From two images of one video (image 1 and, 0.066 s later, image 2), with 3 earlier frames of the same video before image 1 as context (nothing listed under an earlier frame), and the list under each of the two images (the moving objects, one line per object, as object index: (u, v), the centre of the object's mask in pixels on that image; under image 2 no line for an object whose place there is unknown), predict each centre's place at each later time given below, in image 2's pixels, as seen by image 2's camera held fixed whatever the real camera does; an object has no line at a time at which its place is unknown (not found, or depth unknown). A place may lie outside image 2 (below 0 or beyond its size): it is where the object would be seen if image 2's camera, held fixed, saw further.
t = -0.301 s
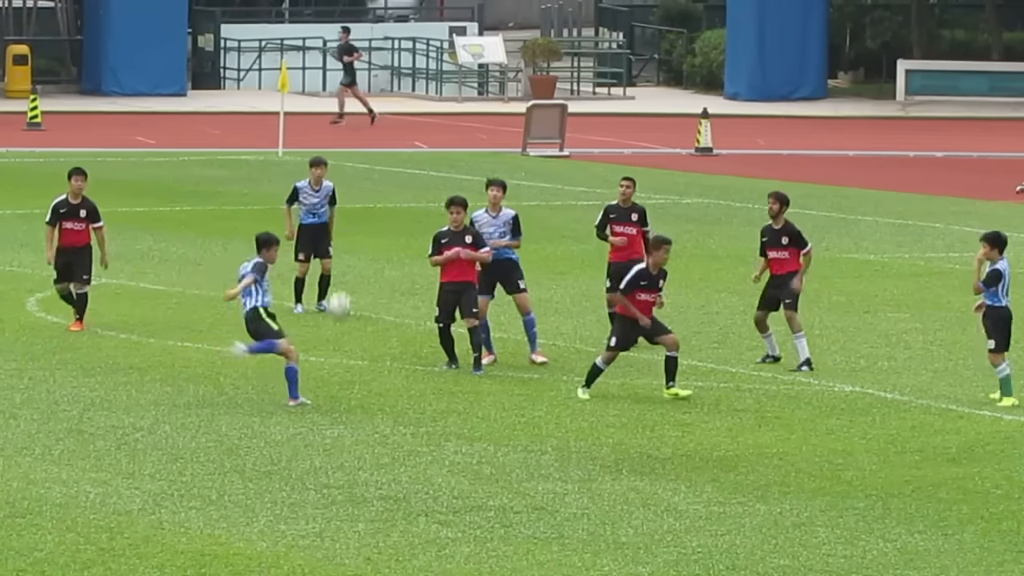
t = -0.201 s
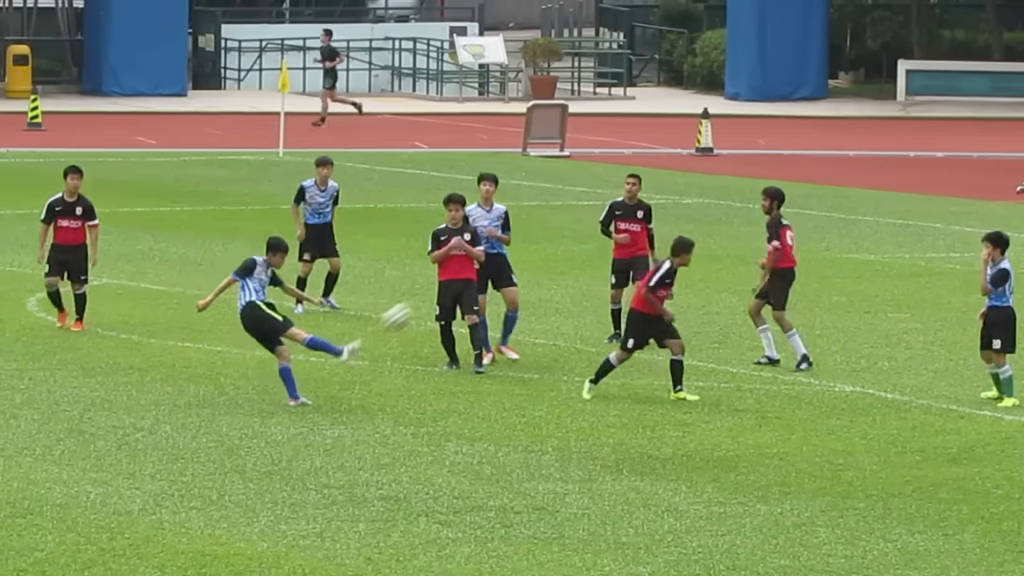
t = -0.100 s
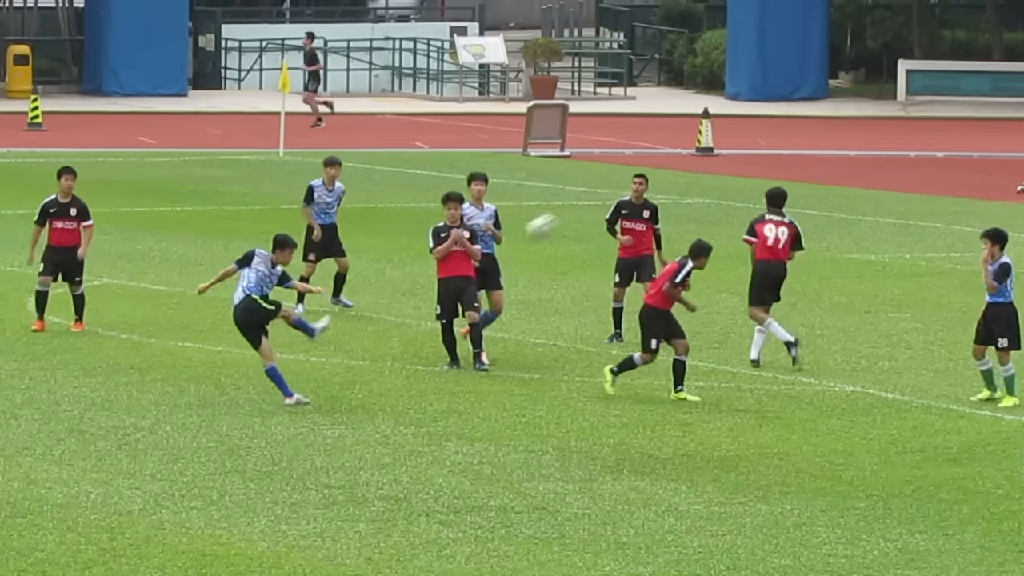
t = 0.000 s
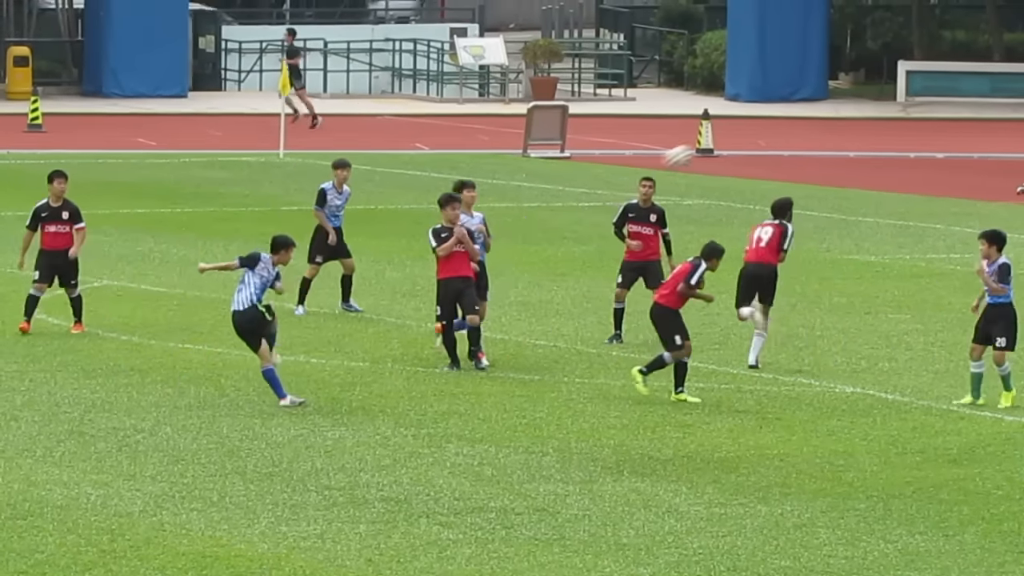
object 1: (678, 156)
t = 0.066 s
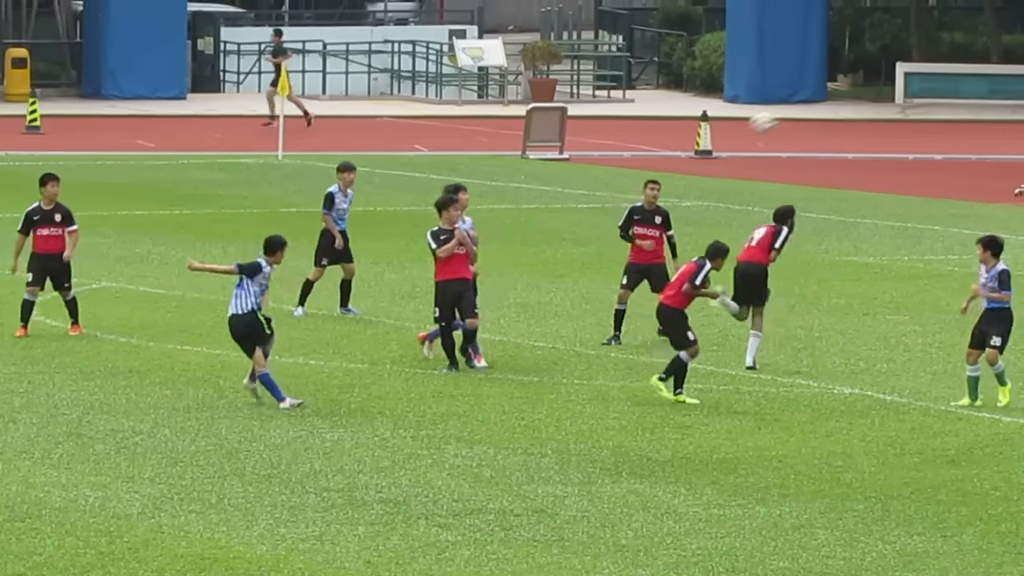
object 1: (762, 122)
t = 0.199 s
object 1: (927, 69)
